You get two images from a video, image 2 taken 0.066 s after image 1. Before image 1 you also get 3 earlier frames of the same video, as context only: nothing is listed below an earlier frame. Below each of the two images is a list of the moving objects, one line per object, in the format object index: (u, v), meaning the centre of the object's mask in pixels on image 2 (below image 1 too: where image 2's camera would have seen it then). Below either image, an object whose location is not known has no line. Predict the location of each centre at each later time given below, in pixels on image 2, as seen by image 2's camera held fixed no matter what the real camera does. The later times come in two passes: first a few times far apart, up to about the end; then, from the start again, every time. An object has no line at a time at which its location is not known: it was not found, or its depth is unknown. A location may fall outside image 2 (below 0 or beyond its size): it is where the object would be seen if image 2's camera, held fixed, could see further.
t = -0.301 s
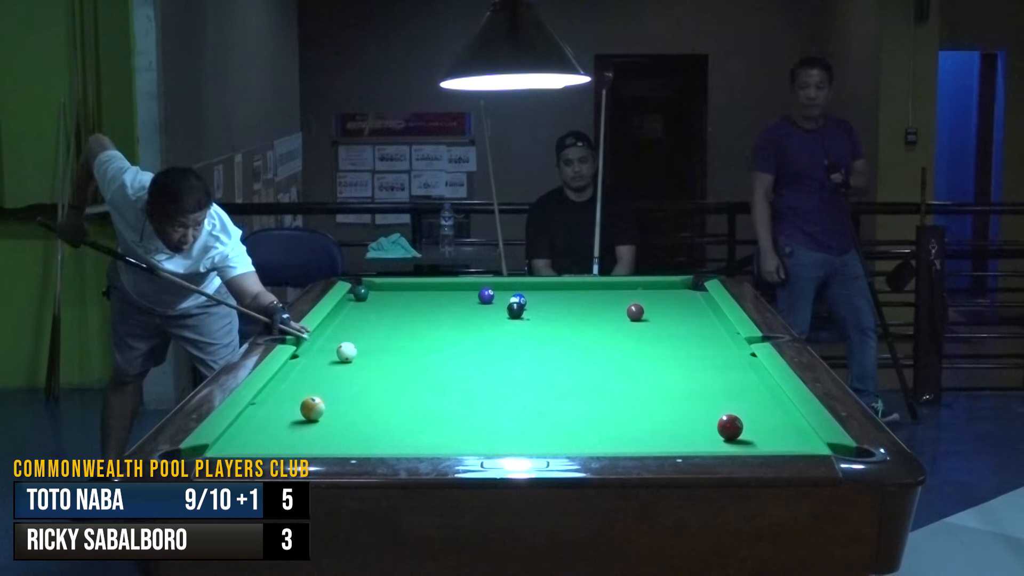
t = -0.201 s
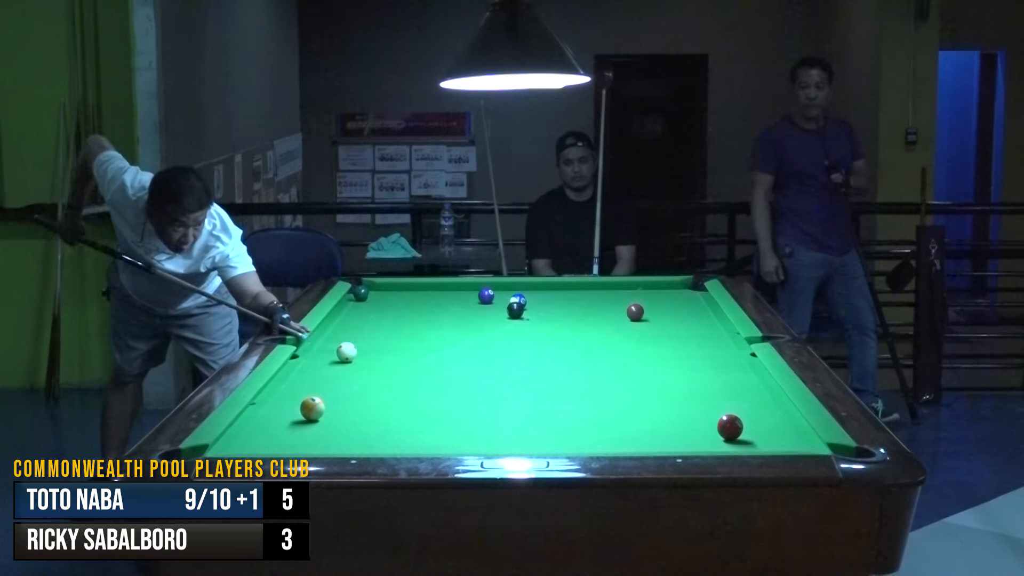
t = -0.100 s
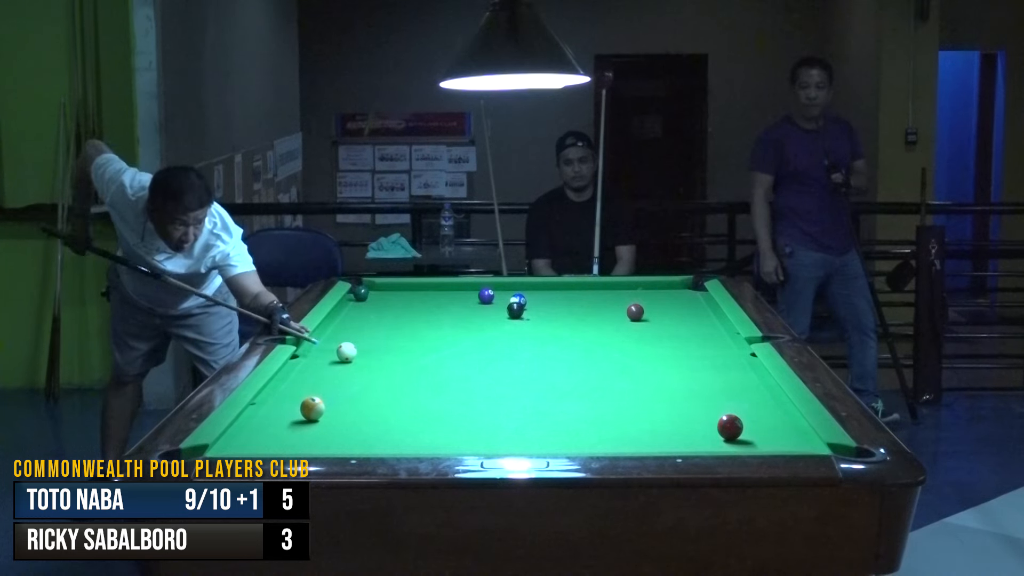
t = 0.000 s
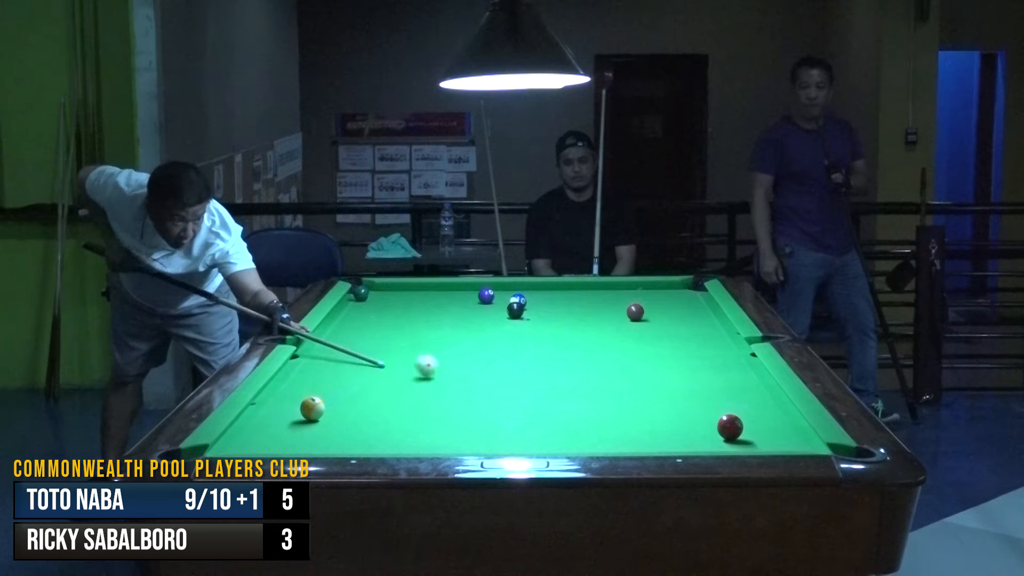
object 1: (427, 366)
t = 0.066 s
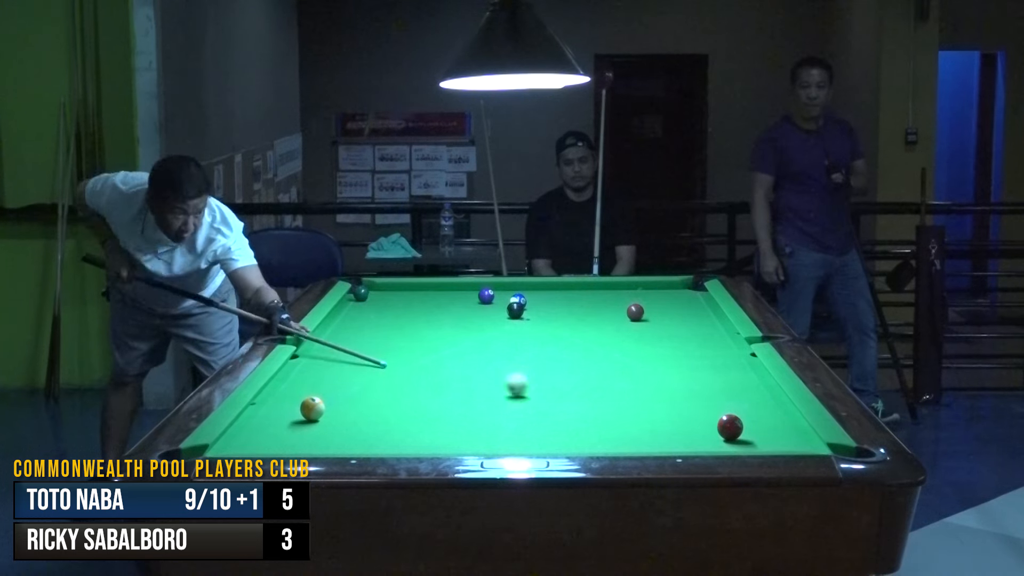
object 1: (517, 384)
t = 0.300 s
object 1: (729, 419)
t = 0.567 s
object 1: (762, 409)
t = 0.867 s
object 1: (766, 399)
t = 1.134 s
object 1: (740, 389)
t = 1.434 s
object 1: (713, 379)
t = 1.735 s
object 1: (689, 370)
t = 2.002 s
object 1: (670, 363)
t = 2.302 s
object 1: (650, 356)
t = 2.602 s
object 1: (632, 350)
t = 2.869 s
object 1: (617, 344)
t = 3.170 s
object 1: (602, 339)
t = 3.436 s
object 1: (590, 335)
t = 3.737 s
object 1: (578, 332)
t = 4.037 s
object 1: (567, 328)
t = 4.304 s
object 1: (559, 325)
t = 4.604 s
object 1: (551, 323)
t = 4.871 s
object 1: (545, 321)
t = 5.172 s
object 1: (539, 319)
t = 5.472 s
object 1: (534, 318)
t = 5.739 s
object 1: (530, 316)
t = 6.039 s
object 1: (528, 315)
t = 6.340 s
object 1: (525, 315)
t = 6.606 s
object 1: (523, 315)
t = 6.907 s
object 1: (523, 315)
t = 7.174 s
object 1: (524, 314)
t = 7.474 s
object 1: (524, 315)
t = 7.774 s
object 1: (524, 314)
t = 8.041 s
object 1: (524, 315)
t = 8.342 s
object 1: (524, 315)
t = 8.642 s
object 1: (524, 314)
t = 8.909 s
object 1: (524, 315)
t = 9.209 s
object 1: (524, 315)
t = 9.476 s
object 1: (524, 314)
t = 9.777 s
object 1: (523, 314)
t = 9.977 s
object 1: (523, 314)
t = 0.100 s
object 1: (565, 394)
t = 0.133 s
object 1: (615, 404)
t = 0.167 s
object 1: (668, 415)
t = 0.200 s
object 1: (713, 423)
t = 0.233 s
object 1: (719, 422)
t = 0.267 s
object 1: (724, 420)
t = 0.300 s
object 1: (729, 419)
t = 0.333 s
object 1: (733, 418)
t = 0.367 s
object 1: (737, 417)
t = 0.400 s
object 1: (742, 415)
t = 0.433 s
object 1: (746, 414)
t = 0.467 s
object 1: (750, 413)
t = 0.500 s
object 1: (754, 412)
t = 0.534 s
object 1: (758, 411)
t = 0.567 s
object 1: (762, 409)
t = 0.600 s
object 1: (766, 408)
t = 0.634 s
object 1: (770, 407)
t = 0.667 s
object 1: (774, 406)
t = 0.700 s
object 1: (778, 405)
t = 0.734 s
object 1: (780, 404)
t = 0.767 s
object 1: (776, 402)
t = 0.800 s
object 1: (773, 401)
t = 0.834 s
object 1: (769, 400)
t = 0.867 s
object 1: (766, 399)
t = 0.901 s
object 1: (763, 397)
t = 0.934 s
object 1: (759, 396)
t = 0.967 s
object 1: (756, 395)
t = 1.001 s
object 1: (753, 393)
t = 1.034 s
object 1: (749, 392)
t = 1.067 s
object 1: (746, 391)
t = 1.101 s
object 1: (743, 390)
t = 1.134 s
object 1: (740, 389)
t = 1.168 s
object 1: (737, 388)
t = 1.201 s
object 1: (734, 386)
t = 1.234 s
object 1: (731, 385)
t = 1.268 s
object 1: (728, 384)
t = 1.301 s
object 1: (725, 383)
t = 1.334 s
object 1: (722, 382)
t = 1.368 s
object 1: (719, 381)
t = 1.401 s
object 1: (716, 380)
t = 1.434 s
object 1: (713, 379)
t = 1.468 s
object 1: (711, 378)
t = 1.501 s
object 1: (708, 376)
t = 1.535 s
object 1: (705, 375)
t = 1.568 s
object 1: (703, 375)
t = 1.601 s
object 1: (700, 374)
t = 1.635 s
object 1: (697, 373)
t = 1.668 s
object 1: (695, 372)
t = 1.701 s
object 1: (692, 371)
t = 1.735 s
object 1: (689, 370)
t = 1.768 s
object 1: (687, 369)
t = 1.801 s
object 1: (684, 368)
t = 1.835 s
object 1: (682, 367)
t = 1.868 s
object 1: (679, 366)
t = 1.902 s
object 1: (677, 365)
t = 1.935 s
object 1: (675, 365)
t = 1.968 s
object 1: (672, 364)
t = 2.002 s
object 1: (670, 363)
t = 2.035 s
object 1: (668, 362)
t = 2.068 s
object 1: (665, 361)
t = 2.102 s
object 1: (663, 360)
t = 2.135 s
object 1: (661, 359)
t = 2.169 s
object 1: (659, 359)
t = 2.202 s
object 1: (656, 358)
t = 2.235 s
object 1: (654, 357)
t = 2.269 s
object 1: (652, 356)
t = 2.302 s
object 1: (650, 356)
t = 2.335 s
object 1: (648, 355)
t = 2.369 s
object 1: (646, 354)
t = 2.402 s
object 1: (643, 353)
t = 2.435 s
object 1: (641, 353)
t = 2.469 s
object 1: (639, 352)
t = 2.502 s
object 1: (637, 352)
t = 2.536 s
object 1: (635, 351)
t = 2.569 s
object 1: (633, 350)
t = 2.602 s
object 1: (632, 350)
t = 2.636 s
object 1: (630, 349)
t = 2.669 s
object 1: (628, 348)
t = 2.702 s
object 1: (626, 347)
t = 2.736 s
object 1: (624, 347)
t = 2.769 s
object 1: (622, 346)
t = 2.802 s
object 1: (620, 346)
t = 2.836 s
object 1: (619, 345)
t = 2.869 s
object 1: (617, 344)
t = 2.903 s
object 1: (615, 344)
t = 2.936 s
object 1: (613, 343)
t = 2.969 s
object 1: (612, 343)
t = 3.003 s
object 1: (610, 342)
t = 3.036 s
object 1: (608, 341)
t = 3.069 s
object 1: (607, 341)
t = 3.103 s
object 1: (605, 341)
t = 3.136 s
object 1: (604, 340)
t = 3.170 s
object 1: (602, 339)
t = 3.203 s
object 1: (600, 339)
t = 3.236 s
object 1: (599, 338)
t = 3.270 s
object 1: (597, 338)
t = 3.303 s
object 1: (596, 337)
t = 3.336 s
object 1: (594, 337)
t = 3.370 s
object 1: (593, 336)
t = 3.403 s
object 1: (592, 336)
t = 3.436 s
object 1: (590, 335)
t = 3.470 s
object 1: (589, 335)
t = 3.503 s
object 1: (588, 335)
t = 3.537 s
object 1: (586, 334)
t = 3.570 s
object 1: (584, 334)
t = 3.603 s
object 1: (583, 333)
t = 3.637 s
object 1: (582, 333)
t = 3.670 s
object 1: (580, 332)
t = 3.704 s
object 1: (579, 332)
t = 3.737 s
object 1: (578, 332)
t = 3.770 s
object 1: (577, 331)
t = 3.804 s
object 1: (575, 331)
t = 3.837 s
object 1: (574, 331)
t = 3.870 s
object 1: (573, 330)
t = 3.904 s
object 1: (572, 329)
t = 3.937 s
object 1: (571, 329)
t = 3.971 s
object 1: (570, 329)
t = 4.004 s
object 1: (569, 329)
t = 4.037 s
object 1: (567, 328)
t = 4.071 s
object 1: (567, 328)
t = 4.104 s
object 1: (565, 327)
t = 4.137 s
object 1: (564, 327)
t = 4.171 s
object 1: (563, 327)
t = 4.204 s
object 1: (562, 327)
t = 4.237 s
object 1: (561, 326)
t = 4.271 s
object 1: (560, 325)
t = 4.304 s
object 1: (559, 325)
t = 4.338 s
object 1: (558, 325)
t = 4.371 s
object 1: (557, 325)
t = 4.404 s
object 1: (556, 324)
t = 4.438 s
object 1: (555, 324)
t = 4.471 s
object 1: (554, 324)
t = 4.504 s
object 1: (553, 324)
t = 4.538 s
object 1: (553, 323)
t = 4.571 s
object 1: (552, 323)
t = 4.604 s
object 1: (551, 323)
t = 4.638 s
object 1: (550, 322)
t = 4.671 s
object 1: (549, 322)
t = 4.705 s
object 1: (549, 322)
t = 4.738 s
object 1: (548, 322)
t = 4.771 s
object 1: (547, 322)
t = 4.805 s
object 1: (547, 322)
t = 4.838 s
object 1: (546, 321)
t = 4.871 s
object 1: (545, 321)
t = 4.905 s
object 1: (544, 321)
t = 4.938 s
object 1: (544, 321)
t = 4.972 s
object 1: (543, 321)
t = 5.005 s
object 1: (542, 320)
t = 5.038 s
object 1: (542, 320)
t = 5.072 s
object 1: (541, 320)
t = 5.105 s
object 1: (540, 319)
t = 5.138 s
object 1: (539, 319)
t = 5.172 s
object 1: (539, 319)
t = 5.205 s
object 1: (538, 319)
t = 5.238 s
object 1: (538, 319)
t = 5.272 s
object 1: (537, 319)
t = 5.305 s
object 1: (536, 318)
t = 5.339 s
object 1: (536, 318)
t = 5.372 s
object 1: (535, 318)
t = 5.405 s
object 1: (535, 318)
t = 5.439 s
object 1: (535, 318)
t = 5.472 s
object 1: (534, 318)
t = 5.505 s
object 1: (533, 317)
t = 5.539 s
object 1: (533, 317)
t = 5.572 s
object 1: (532, 317)
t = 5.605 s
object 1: (532, 317)
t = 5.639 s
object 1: (532, 317)
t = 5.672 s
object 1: (531, 317)
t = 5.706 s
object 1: (530, 316)
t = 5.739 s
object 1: (530, 316)
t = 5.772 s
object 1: (530, 316)
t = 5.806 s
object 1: (530, 316)
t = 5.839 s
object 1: (529, 316)
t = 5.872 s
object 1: (529, 316)
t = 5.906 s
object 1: (529, 316)
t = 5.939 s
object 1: (528, 316)
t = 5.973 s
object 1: (528, 316)
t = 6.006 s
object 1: (528, 315)
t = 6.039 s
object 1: (528, 315)
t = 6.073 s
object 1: (527, 315)
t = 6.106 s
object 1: (527, 315)
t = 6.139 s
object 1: (527, 315)
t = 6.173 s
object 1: (527, 315)
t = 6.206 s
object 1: (526, 315)
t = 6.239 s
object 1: (526, 315)
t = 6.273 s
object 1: (526, 315)
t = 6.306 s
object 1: (526, 314)
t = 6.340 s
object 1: (525, 315)
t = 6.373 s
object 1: (525, 315)
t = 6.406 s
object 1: (525, 315)
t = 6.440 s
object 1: (524, 315)
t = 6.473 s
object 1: (524, 315)
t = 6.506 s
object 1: (524, 315)
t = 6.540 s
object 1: (524, 315)
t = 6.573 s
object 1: (524, 315)
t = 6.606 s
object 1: (523, 315)
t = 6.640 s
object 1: (523, 315)
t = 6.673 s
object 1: (523, 315)
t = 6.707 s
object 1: (523, 315)
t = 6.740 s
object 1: (523, 314)
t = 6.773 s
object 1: (523, 315)
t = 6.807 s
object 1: (523, 314)
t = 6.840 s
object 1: (523, 315)
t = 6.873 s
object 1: (523, 314)
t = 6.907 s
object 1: (523, 315)
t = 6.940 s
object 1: (523, 315)
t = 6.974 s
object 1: (523, 315)
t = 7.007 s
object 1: (523, 315)
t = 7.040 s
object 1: (523, 315)
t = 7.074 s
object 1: (523, 315)
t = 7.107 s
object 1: (523, 315)
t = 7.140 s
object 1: (523, 315)
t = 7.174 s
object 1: (524, 314)
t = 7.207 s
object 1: (523, 315)
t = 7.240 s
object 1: (523, 315)
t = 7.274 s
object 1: (524, 314)
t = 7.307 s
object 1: (523, 315)
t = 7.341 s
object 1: (524, 315)
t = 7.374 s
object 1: (524, 315)
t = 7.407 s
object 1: (524, 314)
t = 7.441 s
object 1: (524, 315)
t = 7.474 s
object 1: (524, 315)
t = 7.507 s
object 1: (524, 314)
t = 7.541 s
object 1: (524, 314)
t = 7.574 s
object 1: (524, 315)
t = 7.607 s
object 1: (524, 315)
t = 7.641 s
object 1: (524, 315)
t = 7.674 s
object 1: (524, 315)
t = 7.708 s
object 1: (524, 315)
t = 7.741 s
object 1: (524, 315)
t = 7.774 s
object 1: (524, 314)
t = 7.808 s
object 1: (524, 314)
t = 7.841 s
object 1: (524, 314)
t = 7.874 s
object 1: (524, 315)
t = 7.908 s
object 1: (524, 315)
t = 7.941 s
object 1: (524, 314)
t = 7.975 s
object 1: (524, 315)
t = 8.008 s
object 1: (524, 315)
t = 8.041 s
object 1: (524, 315)
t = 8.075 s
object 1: (524, 314)
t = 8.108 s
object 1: (524, 315)
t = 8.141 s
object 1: (524, 315)
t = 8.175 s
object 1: (524, 314)
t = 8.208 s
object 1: (524, 315)
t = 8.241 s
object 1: (524, 315)
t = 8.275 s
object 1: (524, 315)
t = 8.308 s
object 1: (524, 315)
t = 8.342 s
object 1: (524, 315)
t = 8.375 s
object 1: (524, 315)
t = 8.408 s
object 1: (524, 314)
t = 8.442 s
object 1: (524, 314)
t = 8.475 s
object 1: (524, 315)
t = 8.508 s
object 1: (524, 314)
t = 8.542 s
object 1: (524, 314)
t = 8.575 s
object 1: (524, 315)
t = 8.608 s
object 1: (524, 314)
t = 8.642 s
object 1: (524, 314)
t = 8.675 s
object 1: (524, 315)
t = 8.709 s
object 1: (524, 314)
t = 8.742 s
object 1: (524, 314)
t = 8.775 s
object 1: (524, 314)
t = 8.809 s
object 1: (524, 315)
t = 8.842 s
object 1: (524, 315)
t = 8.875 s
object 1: (524, 315)
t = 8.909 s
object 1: (524, 315)
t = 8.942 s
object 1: (524, 315)
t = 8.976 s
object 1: (524, 315)
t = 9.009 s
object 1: (524, 314)
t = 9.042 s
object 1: (524, 314)
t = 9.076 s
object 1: (524, 314)
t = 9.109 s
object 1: (524, 315)
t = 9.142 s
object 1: (524, 315)
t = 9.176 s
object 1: (524, 315)
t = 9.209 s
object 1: (524, 315)
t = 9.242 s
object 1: (524, 315)
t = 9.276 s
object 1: (524, 314)
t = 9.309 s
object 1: (523, 314)
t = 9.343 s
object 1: (523, 315)
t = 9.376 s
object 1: (523, 314)
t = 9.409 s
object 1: (524, 314)
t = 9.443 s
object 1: (524, 315)
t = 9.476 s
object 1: (524, 314)
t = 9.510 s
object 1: (524, 315)
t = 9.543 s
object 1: (524, 314)
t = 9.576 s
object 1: (524, 315)
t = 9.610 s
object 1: (524, 314)
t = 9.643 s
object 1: (524, 314)
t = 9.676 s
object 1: (524, 314)
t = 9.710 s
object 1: (524, 314)
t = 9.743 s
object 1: (524, 314)
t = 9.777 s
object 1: (523, 314)
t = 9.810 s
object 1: (524, 314)
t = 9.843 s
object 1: (524, 315)
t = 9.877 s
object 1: (524, 314)
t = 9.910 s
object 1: (524, 314)
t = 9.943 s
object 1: (524, 314)
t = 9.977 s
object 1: (523, 314)
